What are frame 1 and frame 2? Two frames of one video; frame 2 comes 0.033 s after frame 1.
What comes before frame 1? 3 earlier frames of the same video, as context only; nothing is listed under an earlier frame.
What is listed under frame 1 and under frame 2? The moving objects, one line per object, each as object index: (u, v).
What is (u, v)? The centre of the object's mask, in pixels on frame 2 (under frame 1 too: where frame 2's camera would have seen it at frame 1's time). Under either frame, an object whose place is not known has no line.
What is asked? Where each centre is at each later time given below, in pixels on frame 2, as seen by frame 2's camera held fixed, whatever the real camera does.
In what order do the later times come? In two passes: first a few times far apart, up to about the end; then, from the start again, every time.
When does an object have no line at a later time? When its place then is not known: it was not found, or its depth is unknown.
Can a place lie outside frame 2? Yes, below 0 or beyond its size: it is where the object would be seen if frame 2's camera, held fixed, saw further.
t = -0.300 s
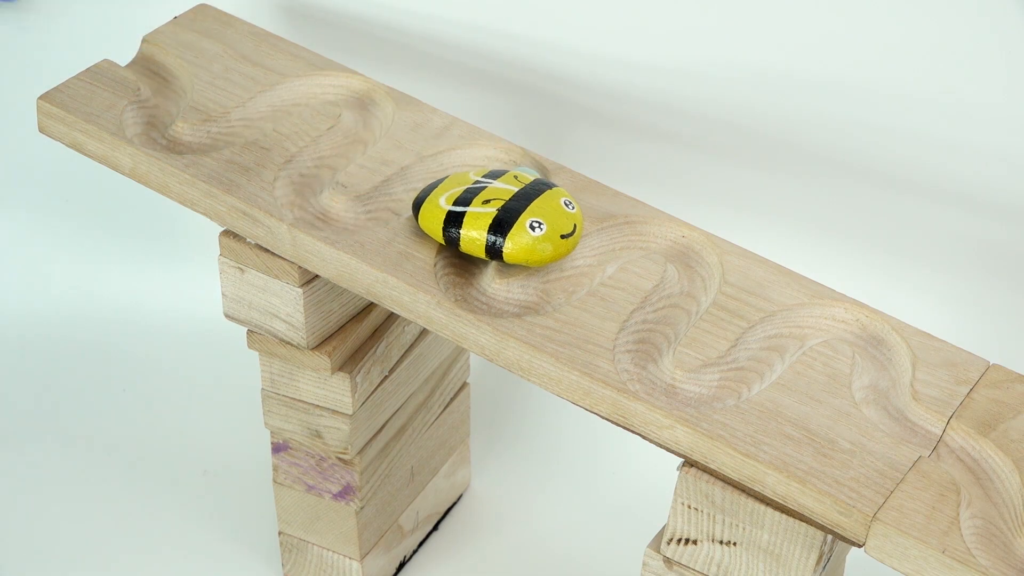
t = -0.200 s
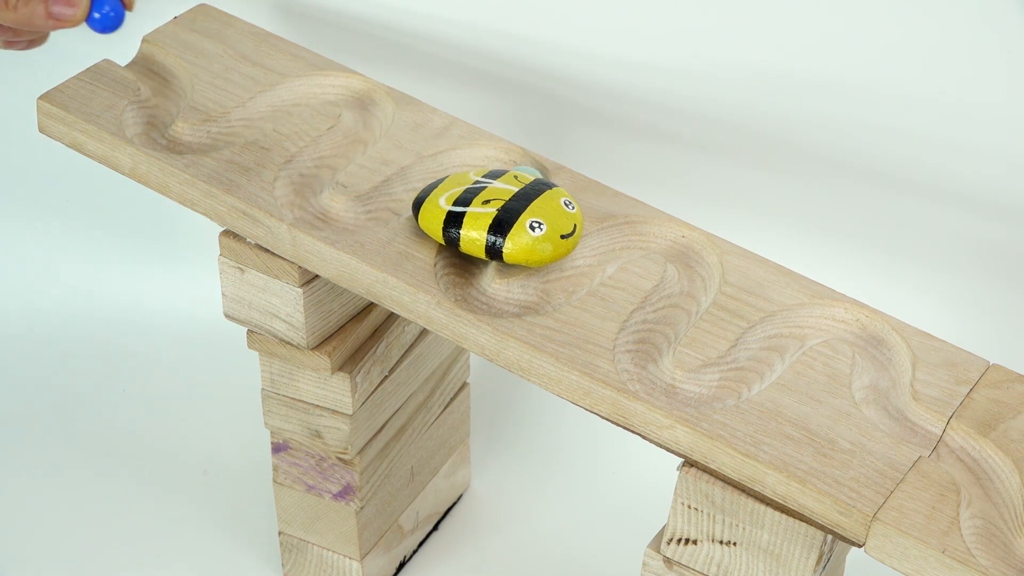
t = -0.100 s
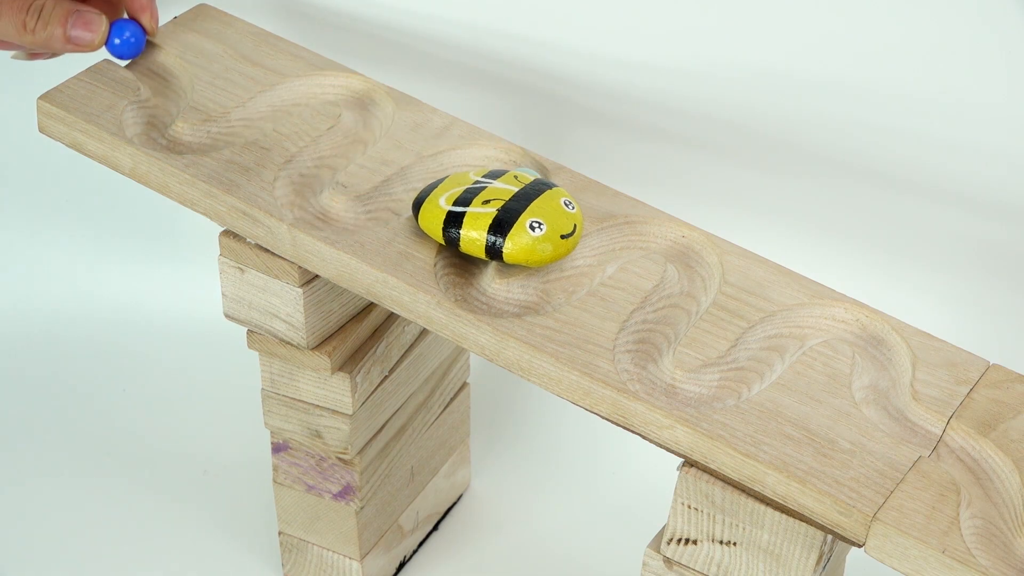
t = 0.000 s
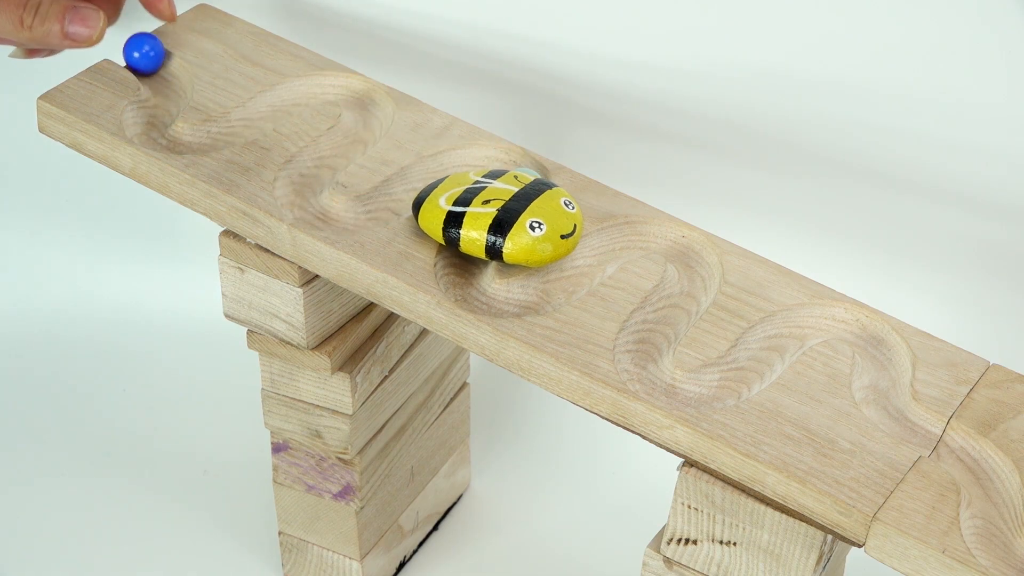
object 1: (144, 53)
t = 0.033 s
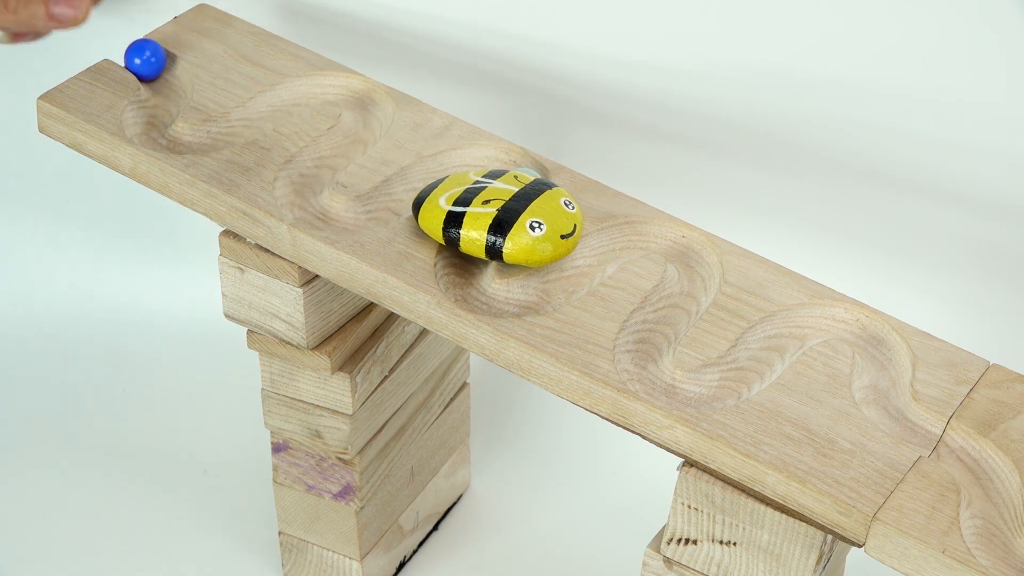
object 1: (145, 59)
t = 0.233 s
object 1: (146, 119)
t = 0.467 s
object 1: (316, 85)
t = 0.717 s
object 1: (301, 198)
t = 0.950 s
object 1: (496, 153)
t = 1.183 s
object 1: (514, 157)
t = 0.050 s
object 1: (152, 63)
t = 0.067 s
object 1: (158, 64)
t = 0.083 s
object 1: (162, 68)
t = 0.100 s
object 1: (163, 73)
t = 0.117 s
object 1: (164, 80)
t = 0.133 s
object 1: (167, 85)
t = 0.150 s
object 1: (169, 90)
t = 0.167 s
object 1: (166, 95)
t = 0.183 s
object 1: (157, 104)
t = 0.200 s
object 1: (150, 107)
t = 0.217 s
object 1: (145, 114)
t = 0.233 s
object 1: (146, 119)
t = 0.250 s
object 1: (152, 128)
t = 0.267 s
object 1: (158, 132)
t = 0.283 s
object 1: (171, 135)
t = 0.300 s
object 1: (188, 136)
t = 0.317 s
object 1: (200, 136)
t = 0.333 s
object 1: (218, 132)
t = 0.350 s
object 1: (229, 128)
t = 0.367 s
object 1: (245, 121)
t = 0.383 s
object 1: (254, 116)
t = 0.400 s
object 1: (267, 108)
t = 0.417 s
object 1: (275, 102)
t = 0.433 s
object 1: (289, 95)
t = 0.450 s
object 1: (299, 90)
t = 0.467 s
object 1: (316, 85)
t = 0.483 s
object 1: (328, 83)
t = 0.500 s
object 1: (346, 85)
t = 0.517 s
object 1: (357, 89)
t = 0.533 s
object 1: (368, 96)
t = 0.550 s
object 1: (371, 103)
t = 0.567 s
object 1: (369, 115)
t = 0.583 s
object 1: (362, 123)
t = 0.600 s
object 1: (353, 135)
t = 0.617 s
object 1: (346, 142)
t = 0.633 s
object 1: (332, 152)
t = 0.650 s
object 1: (320, 159)
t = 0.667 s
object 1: (306, 166)
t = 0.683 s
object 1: (302, 174)
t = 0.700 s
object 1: (301, 187)
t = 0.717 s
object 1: (301, 198)
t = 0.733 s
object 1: (308, 203)
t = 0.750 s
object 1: (324, 211)
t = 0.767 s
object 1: (339, 213)
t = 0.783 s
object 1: (360, 212)
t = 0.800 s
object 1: (373, 208)
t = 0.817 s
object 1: (388, 201)
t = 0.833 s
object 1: (396, 194)
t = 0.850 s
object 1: (409, 183)
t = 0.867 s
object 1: (420, 175)
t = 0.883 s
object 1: (435, 165)
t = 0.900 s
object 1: (445, 160)
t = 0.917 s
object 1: (463, 155)
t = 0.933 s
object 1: (476, 153)
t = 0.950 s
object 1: (496, 153)
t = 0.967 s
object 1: (508, 154)
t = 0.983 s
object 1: (519, 155)
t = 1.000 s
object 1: (522, 156)
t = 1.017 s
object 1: (521, 157)
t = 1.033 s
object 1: (517, 157)
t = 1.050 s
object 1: (511, 157)
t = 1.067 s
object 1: (509, 157)
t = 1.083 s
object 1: (509, 156)
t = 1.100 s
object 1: (509, 155)
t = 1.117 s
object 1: (509, 155)
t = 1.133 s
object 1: (509, 156)
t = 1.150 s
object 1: (511, 157)
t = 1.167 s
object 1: (513, 157)
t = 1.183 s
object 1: (514, 157)
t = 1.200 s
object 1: (514, 157)
